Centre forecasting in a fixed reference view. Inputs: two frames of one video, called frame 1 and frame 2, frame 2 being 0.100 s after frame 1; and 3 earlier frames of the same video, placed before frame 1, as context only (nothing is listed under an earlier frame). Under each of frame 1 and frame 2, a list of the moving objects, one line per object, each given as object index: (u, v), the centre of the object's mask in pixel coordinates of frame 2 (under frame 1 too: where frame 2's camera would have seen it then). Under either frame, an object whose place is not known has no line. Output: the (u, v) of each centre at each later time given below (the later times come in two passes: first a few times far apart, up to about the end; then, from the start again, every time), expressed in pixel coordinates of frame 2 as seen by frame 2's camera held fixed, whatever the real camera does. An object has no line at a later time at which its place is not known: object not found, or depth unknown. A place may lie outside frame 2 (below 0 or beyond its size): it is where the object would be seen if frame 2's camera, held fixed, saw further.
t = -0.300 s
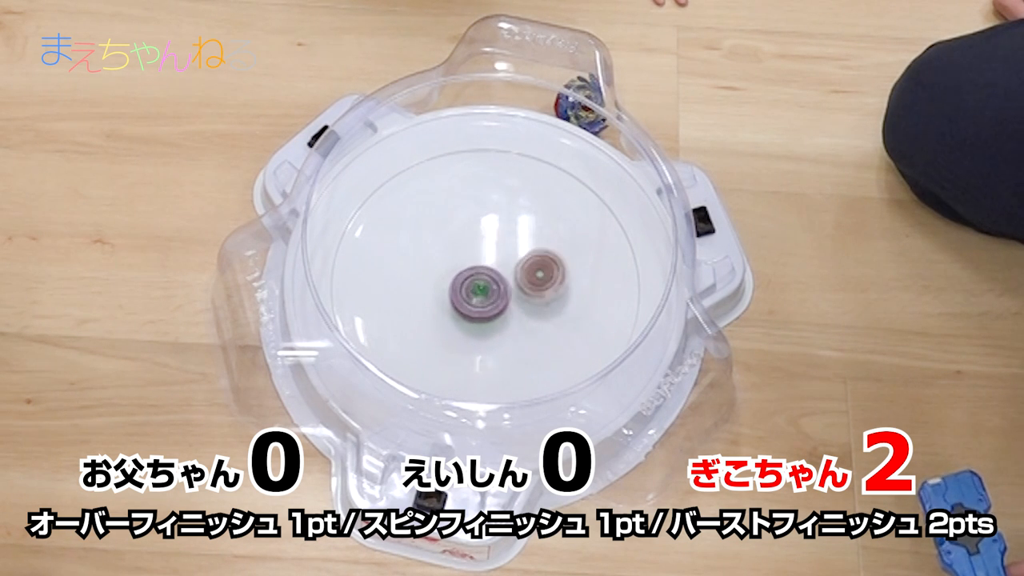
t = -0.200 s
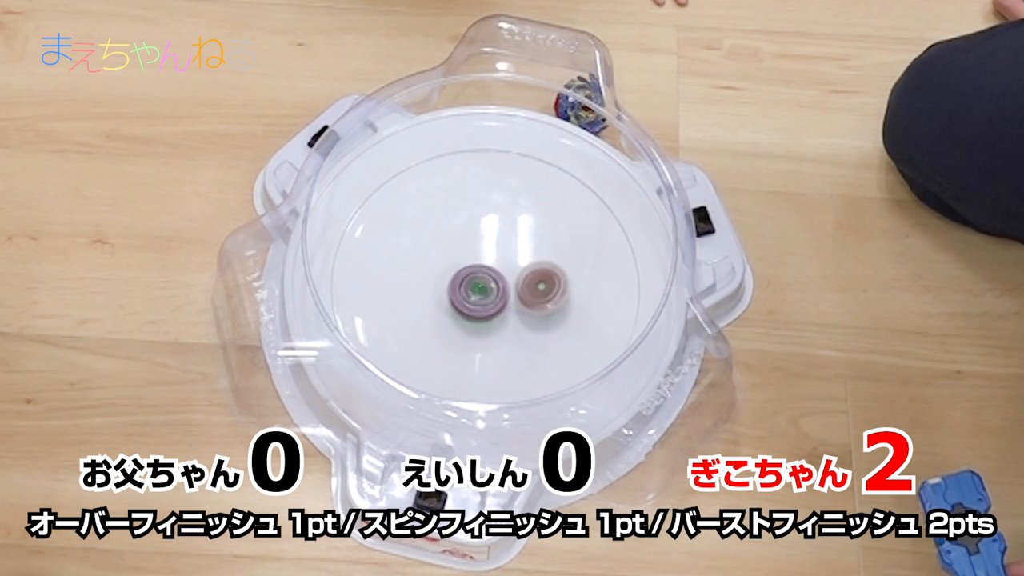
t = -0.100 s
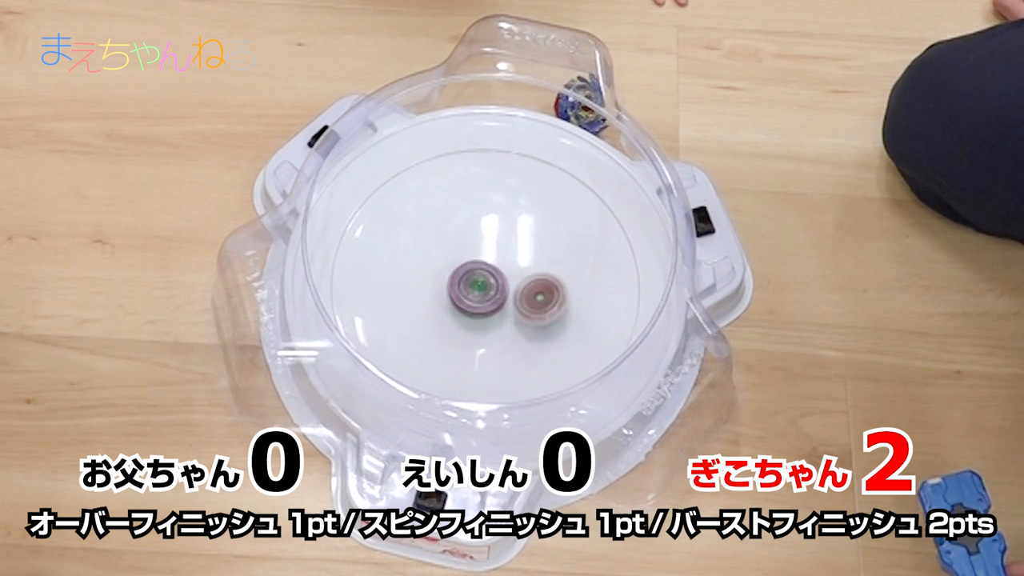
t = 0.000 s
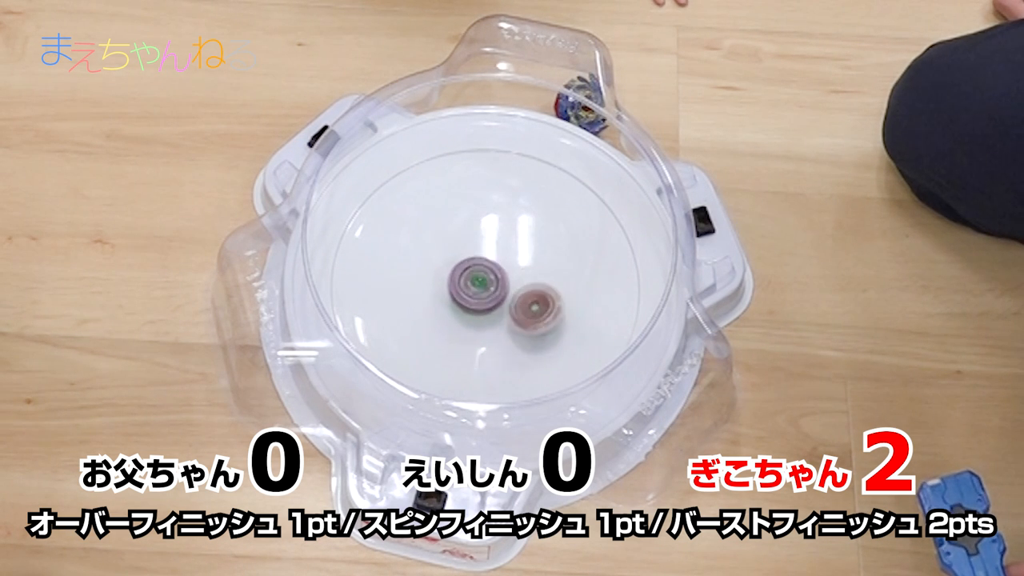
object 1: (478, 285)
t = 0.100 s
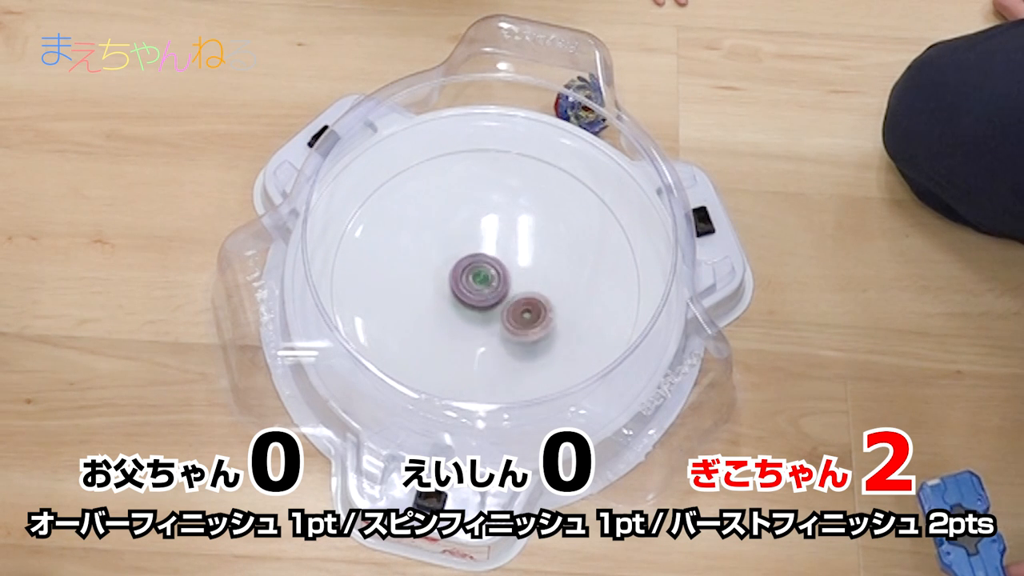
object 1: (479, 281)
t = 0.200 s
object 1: (481, 277)
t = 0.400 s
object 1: (489, 273)
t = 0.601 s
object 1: (498, 276)
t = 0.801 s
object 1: (502, 282)
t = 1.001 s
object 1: (499, 289)
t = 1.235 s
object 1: (495, 294)
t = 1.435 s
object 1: (491, 288)
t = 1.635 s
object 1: (486, 289)
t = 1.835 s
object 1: (481, 292)
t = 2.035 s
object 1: (475, 292)
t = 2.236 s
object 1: (471, 287)
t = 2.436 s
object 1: (466, 283)
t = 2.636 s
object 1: (467, 275)
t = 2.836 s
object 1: (470, 264)
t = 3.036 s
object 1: (480, 256)
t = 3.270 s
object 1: (500, 268)
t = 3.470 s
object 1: (507, 283)
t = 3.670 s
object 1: (509, 298)
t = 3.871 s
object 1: (493, 305)
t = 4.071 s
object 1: (475, 298)
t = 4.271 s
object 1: (468, 294)
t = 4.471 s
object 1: (467, 287)
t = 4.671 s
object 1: (465, 284)
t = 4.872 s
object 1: (463, 281)
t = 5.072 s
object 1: (467, 271)
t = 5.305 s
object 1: (481, 261)
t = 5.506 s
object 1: (495, 271)
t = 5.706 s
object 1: (500, 292)
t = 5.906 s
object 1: (500, 310)
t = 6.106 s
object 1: (487, 312)
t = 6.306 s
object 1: (479, 291)
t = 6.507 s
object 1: (469, 288)
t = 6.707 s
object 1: (465, 285)
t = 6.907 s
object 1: (470, 282)
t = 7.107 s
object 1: (481, 281)
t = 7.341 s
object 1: (495, 281)
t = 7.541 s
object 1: (506, 290)
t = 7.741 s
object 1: (501, 297)
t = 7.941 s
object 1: (490, 291)
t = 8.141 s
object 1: (486, 287)
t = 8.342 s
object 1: (476, 282)
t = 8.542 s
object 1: (472, 278)
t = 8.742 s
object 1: (478, 278)
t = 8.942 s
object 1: (482, 281)
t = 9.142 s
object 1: (484, 278)
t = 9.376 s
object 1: (484, 280)
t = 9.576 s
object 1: (492, 294)
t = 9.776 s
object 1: (488, 294)
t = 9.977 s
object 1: (489, 284)
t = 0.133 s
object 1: (480, 280)
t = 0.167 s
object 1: (480, 278)
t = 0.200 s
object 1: (481, 277)
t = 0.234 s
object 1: (481, 276)
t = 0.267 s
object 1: (482, 275)
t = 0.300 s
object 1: (484, 275)
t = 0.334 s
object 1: (485, 274)
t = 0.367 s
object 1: (487, 274)
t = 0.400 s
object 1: (489, 273)
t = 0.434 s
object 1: (490, 272)
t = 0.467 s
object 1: (492, 273)
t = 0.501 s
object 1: (493, 273)
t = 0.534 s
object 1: (494, 273)
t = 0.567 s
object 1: (496, 276)
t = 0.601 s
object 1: (498, 276)
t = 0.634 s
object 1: (499, 278)
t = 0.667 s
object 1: (500, 279)
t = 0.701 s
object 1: (500, 279)
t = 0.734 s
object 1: (501, 281)
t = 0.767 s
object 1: (501, 281)
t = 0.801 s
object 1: (502, 282)
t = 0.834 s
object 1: (501, 283)
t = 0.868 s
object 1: (501, 284)
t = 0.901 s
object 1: (501, 286)
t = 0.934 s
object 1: (501, 286)
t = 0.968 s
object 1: (500, 287)
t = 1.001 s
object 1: (499, 289)
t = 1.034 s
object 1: (499, 289)
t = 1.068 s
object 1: (498, 290)
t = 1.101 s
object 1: (497, 291)
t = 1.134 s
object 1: (496, 292)
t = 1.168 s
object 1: (496, 292)
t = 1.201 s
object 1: (496, 293)
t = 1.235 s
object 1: (495, 294)
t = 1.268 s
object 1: (495, 294)
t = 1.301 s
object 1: (494, 294)
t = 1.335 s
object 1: (493, 294)
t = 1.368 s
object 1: (493, 295)
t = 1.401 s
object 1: (492, 289)
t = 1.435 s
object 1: (491, 288)
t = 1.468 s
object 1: (490, 289)
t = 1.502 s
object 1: (489, 288)
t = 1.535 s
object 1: (488, 288)
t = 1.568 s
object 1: (487, 288)
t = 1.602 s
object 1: (486, 288)
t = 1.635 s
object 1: (486, 289)
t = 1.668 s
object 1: (486, 288)
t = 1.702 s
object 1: (485, 288)
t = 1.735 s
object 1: (484, 287)
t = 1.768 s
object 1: (483, 290)
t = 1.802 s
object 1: (481, 291)
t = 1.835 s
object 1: (481, 292)
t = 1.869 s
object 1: (480, 292)
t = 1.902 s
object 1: (479, 292)
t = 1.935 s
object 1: (478, 293)
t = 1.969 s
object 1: (477, 292)
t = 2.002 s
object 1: (476, 292)
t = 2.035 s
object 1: (475, 292)
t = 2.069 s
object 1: (474, 291)
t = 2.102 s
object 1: (474, 290)
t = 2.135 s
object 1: (473, 289)
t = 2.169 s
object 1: (473, 289)
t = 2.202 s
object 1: (472, 288)
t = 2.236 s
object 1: (471, 287)
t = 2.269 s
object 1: (470, 287)
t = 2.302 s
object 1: (469, 286)
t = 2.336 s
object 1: (468, 285)
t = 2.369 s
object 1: (467, 285)
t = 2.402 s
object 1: (466, 284)
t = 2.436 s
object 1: (466, 283)
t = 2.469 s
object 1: (466, 282)
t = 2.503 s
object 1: (466, 281)
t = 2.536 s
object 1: (467, 280)
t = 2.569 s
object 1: (467, 278)
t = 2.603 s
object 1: (466, 276)
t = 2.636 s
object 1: (467, 275)
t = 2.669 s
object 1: (466, 274)
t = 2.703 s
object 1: (467, 273)
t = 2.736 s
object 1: (469, 273)
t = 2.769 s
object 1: (470, 272)
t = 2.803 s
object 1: (470, 267)
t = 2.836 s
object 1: (470, 264)
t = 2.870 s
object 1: (471, 261)
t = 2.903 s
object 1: (472, 259)
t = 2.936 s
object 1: (474, 259)
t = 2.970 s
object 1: (476, 257)
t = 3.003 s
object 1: (478, 256)
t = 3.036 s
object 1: (480, 256)
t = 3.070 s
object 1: (483, 256)
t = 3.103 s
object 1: (485, 257)
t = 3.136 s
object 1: (489, 263)
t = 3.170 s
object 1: (492, 264)
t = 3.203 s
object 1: (494, 265)
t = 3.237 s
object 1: (497, 267)
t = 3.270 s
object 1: (500, 268)
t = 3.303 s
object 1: (501, 270)
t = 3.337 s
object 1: (503, 272)
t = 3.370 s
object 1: (504, 274)
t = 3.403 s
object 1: (504, 278)
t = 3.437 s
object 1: (505, 280)
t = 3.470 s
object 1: (507, 283)
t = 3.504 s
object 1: (511, 286)
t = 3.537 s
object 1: (512, 288)
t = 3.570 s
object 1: (512, 290)
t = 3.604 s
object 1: (512, 292)
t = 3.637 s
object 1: (511, 295)
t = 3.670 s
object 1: (509, 298)
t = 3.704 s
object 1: (508, 300)
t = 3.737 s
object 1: (505, 302)
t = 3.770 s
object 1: (503, 304)
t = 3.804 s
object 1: (500, 304)
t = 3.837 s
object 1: (496, 305)
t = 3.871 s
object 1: (493, 305)
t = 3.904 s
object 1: (490, 305)
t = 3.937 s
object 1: (486, 305)
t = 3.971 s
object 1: (483, 304)
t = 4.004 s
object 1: (480, 302)
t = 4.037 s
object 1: (477, 301)
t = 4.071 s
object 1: (475, 298)
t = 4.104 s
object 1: (473, 296)
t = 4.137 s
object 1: (471, 297)
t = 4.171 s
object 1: (469, 297)
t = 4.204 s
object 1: (470, 296)
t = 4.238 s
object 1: (469, 294)
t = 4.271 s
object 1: (468, 294)
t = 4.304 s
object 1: (467, 295)
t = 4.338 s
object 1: (467, 292)
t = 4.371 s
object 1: (467, 288)
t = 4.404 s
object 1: (466, 288)
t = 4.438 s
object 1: (466, 288)
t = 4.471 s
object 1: (467, 287)
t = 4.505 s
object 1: (467, 287)
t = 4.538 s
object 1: (468, 286)
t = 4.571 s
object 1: (468, 285)
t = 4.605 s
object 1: (468, 285)
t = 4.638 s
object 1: (467, 284)
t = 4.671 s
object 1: (465, 284)
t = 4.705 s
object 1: (465, 283)
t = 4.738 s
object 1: (464, 283)
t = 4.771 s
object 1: (463, 283)
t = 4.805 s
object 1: (463, 282)
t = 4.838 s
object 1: (464, 282)
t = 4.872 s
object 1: (463, 281)
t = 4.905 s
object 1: (464, 280)
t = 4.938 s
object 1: (465, 279)
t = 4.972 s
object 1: (466, 279)
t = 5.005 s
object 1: (468, 278)
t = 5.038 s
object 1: (467, 273)
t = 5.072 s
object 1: (467, 271)
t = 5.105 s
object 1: (468, 268)
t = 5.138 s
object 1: (469, 266)
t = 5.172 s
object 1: (471, 264)
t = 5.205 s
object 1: (473, 262)
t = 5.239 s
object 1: (476, 261)
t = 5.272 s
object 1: (477, 261)
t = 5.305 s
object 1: (481, 261)
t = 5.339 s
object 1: (483, 261)
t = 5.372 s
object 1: (487, 263)
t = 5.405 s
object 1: (489, 264)
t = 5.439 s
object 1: (491, 266)
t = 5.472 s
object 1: (493, 268)
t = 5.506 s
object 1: (495, 271)
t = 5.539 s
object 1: (497, 274)
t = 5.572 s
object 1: (499, 276)
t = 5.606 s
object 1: (501, 277)
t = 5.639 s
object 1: (501, 281)
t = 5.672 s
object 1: (501, 290)
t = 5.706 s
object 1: (500, 292)
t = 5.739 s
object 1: (499, 294)
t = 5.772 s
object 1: (498, 298)
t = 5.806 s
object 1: (502, 302)
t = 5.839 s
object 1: (502, 306)
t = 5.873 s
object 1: (502, 308)
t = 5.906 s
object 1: (500, 310)
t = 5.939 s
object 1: (499, 311)
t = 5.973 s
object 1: (497, 313)
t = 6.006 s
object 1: (495, 313)
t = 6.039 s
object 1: (492, 313)
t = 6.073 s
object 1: (489, 313)
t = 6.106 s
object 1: (487, 312)
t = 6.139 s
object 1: (485, 311)
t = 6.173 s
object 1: (483, 308)
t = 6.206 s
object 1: (481, 306)
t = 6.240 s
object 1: (480, 304)
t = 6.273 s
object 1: (479, 294)
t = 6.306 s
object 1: (479, 291)
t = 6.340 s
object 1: (478, 289)
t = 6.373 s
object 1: (476, 288)
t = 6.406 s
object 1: (475, 287)
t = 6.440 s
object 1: (473, 286)
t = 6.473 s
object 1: (471, 287)
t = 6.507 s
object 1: (469, 288)
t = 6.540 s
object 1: (468, 288)
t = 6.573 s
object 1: (467, 288)
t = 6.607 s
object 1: (466, 287)
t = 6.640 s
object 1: (465, 287)
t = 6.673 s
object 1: (464, 286)
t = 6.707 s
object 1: (465, 285)
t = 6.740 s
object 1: (464, 284)
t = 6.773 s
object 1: (465, 283)
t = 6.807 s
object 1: (466, 283)
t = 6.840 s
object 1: (467, 282)
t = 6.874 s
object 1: (468, 282)
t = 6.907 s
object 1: (470, 282)
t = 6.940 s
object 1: (472, 282)
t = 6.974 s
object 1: (474, 283)
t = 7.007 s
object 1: (476, 282)
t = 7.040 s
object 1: (477, 280)
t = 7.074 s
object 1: (480, 280)
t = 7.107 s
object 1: (481, 281)
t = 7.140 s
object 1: (482, 281)
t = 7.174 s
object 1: (483, 281)
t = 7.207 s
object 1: (485, 281)
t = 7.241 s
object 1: (488, 282)
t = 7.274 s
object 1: (493, 281)
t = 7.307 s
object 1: (495, 281)
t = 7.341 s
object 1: (495, 281)
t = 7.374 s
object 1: (497, 280)
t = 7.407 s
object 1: (499, 281)
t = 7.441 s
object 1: (503, 281)
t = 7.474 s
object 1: (505, 283)
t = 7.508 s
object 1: (505, 284)
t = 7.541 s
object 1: (506, 290)
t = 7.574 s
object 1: (507, 291)
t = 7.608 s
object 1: (507, 292)
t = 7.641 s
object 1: (507, 294)
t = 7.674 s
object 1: (505, 296)
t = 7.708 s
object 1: (503, 296)
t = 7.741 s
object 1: (501, 297)
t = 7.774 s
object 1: (500, 297)
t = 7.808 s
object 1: (498, 297)
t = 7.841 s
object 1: (496, 296)
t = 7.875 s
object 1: (494, 295)
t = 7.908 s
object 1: (491, 293)
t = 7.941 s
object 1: (490, 291)
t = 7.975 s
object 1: (490, 289)
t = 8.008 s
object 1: (489, 287)
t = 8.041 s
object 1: (488, 287)
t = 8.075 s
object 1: (487, 287)
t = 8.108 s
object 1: (486, 286)
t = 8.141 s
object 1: (486, 287)
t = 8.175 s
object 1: (484, 287)
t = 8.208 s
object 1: (484, 280)
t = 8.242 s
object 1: (483, 288)
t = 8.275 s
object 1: (481, 287)
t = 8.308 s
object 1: (480, 281)
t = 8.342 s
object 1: (476, 282)
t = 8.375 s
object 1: (474, 281)
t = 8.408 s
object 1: (474, 280)
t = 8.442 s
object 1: (473, 279)
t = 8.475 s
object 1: (473, 279)
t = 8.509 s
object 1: (472, 279)
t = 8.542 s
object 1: (472, 278)
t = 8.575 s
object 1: (472, 277)
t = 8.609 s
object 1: (473, 275)
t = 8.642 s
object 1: (475, 275)
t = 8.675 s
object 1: (477, 276)
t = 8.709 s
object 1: (477, 277)
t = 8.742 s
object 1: (478, 278)
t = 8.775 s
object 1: (478, 278)
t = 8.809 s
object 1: (479, 279)
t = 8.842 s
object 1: (481, 280)
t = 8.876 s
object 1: (481, 282)
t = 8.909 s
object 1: (481, 283)
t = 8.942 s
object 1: (482, 281)
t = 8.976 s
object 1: (483, 277)
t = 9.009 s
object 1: (485, 276)
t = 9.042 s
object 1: (487, 276)
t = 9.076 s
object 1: (487, 278)
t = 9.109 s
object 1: (486, 279)
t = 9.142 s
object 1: (484, 278)
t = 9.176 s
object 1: (483, 277)
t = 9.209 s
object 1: (484, 276)
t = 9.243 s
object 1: (486, 276)
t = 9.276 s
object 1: (487, 277)
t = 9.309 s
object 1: (487, 279)
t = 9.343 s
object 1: (486, 280)
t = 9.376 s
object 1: (484, 280)
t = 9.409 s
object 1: (489, 287)
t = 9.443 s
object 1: (494, 288)
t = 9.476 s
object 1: (495, 290)
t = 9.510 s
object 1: (495, 292)
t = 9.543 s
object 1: (494, 293)
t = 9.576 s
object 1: (492, 294)
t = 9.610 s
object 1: (492, 295)
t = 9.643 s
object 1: (492, 296)
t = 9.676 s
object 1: (492, 296)
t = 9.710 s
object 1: (490, 296)
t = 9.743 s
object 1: (489, 295)
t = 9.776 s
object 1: (488, 294)
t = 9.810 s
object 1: (487, 293)
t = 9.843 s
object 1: (487, 291)
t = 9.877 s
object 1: (489, 283)
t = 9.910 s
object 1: (489, 284)
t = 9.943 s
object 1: (489, 283)
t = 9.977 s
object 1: (489, 284)
